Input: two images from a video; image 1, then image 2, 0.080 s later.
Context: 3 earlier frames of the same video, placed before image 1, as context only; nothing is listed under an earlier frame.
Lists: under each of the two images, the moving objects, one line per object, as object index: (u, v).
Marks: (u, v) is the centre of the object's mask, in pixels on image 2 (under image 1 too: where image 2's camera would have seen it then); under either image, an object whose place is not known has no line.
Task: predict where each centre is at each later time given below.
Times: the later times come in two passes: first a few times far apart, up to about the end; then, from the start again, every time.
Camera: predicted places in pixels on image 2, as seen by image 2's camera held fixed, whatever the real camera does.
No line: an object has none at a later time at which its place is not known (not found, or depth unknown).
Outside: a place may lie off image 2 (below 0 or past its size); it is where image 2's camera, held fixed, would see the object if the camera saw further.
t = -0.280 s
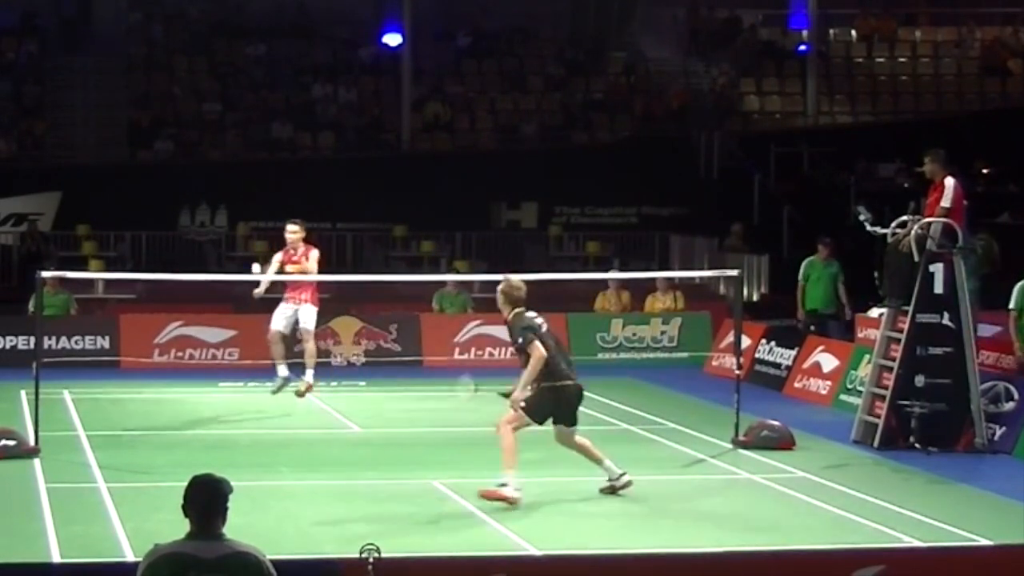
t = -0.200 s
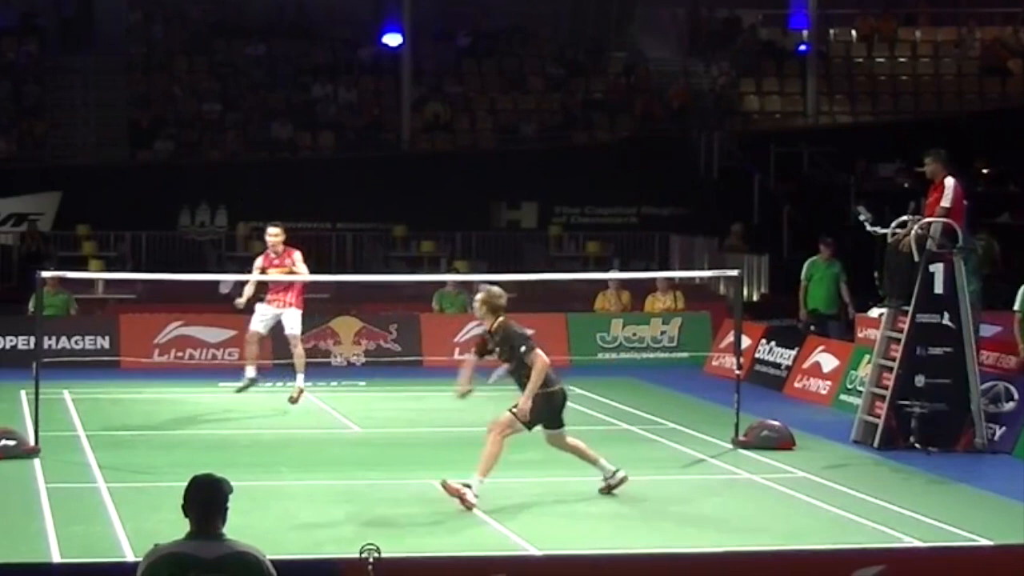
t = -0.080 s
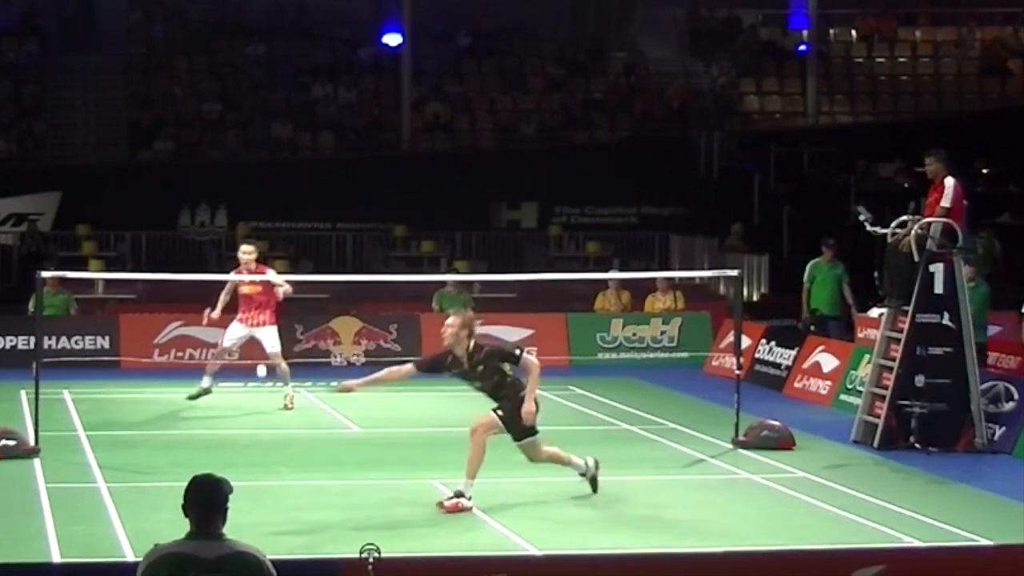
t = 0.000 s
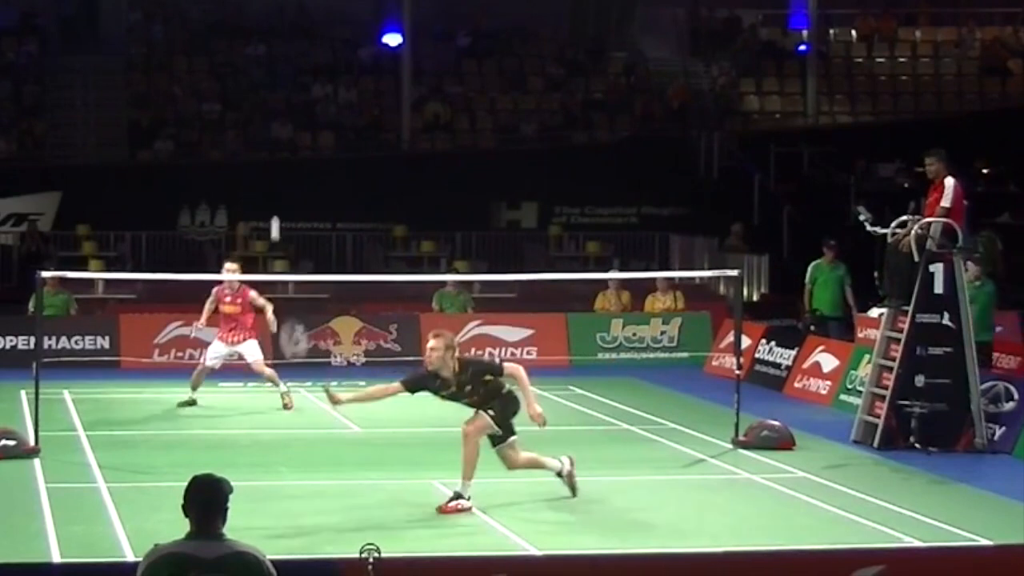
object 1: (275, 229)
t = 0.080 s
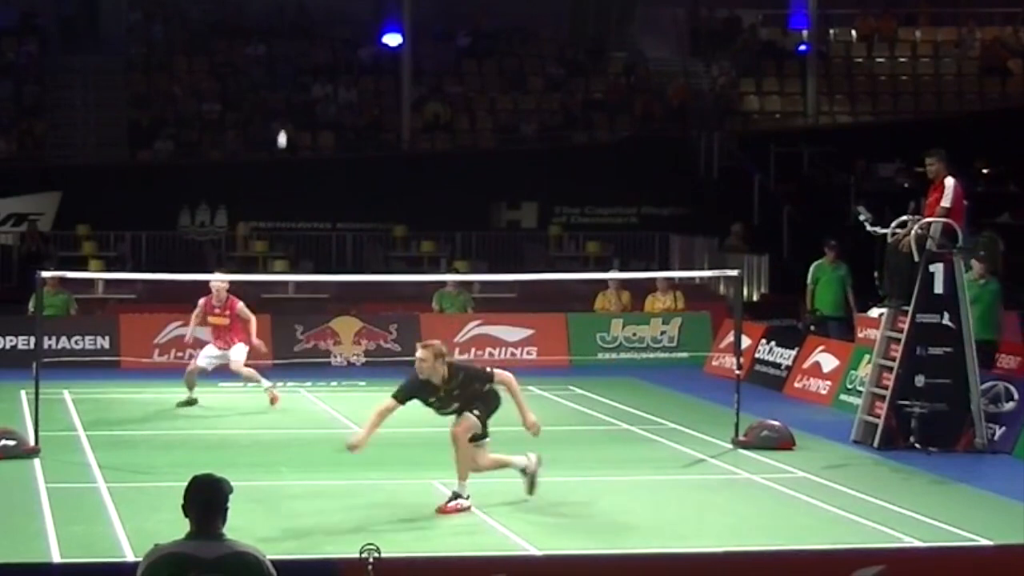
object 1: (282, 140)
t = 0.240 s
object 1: (291, 51)
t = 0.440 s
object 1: (300, 17)
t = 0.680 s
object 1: (307, 34)
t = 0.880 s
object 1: (313, 83)
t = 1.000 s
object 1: (316, 123)
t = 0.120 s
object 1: (284, 109)
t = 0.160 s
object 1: (287, 85)
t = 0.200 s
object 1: (289, 66)
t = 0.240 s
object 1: (291, 51)
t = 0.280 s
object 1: (293, 39)
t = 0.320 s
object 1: (295, 30)
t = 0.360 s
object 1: (297, 23)
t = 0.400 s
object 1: (298, 19)
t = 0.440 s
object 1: (300, 17)
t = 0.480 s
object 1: (301, 16)
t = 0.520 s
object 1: (302, 17)
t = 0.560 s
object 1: (303, 19)
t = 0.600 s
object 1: (305, 23)
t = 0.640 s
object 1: (306, 28)
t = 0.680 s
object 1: (307, 34)
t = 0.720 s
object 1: (307, 42)
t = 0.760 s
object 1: (309, 50)
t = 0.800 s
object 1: (310, 60)
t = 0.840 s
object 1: (311, 71)
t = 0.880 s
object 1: (313, 83)
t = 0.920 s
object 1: (314, 95)
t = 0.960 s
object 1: (315, 109)
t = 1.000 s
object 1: (316, 123)
